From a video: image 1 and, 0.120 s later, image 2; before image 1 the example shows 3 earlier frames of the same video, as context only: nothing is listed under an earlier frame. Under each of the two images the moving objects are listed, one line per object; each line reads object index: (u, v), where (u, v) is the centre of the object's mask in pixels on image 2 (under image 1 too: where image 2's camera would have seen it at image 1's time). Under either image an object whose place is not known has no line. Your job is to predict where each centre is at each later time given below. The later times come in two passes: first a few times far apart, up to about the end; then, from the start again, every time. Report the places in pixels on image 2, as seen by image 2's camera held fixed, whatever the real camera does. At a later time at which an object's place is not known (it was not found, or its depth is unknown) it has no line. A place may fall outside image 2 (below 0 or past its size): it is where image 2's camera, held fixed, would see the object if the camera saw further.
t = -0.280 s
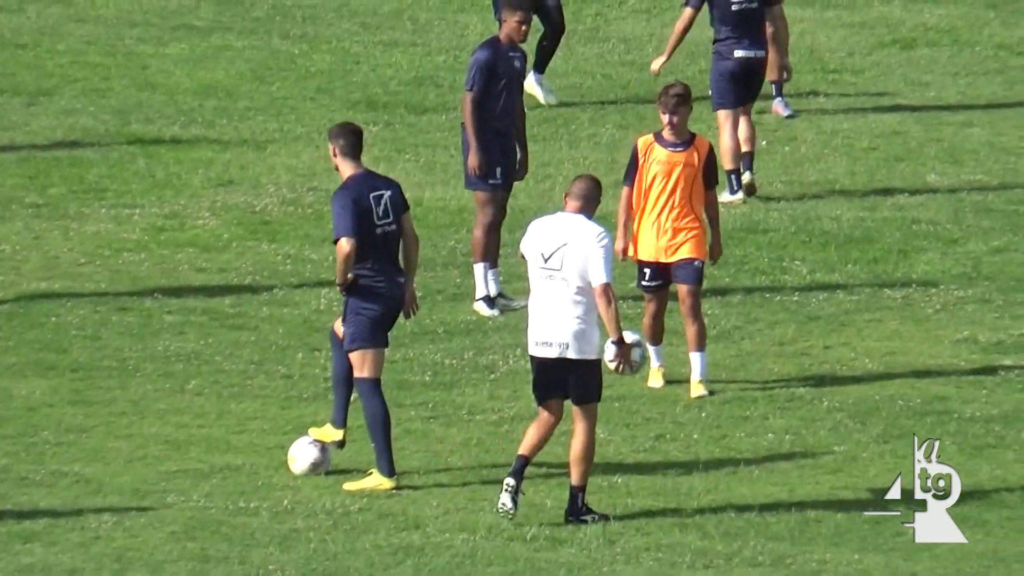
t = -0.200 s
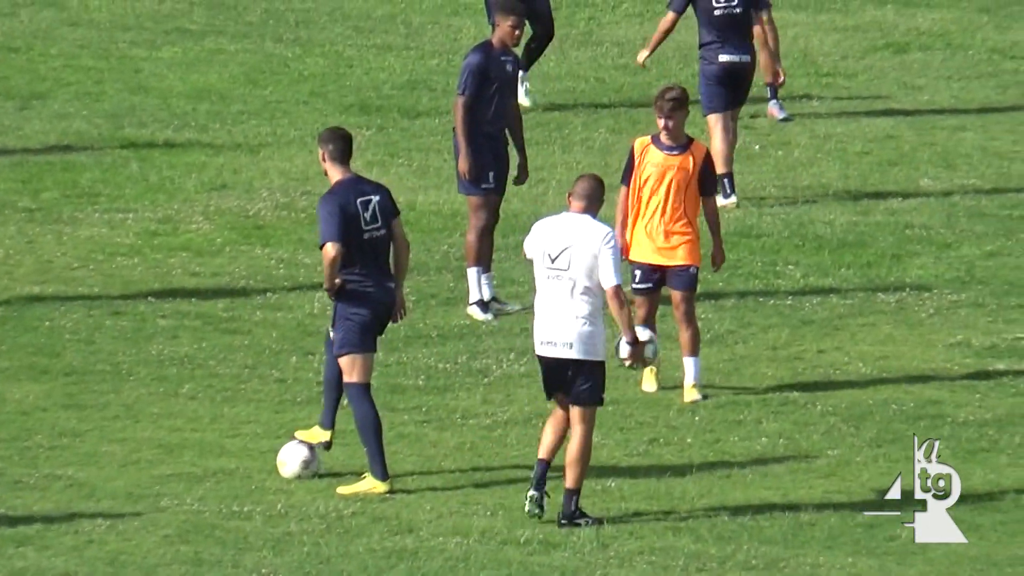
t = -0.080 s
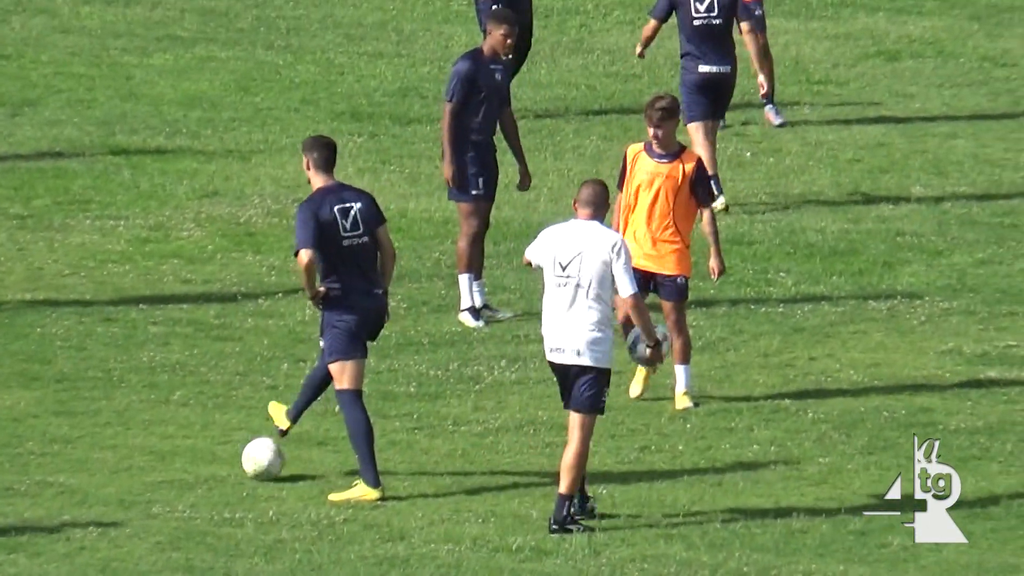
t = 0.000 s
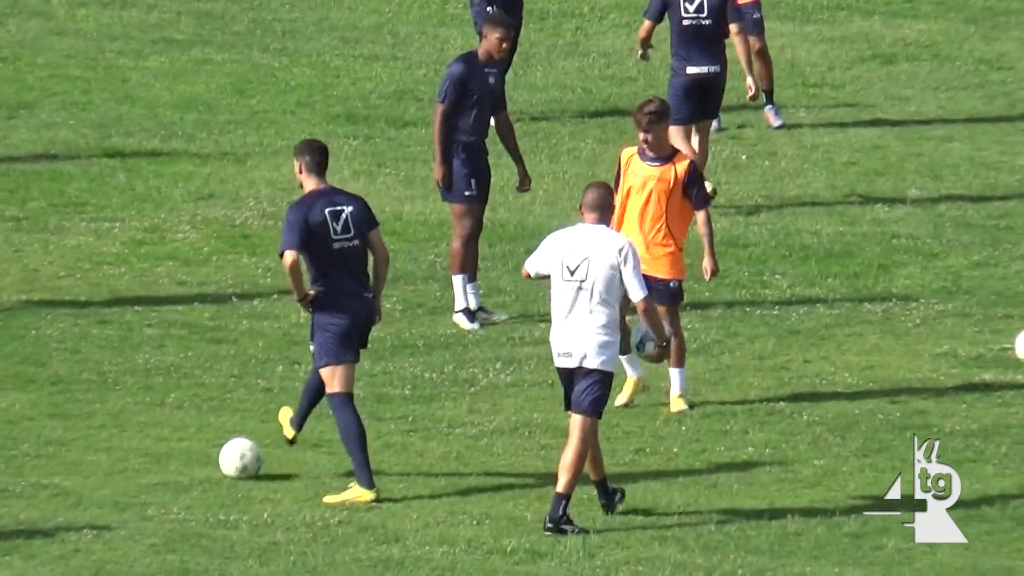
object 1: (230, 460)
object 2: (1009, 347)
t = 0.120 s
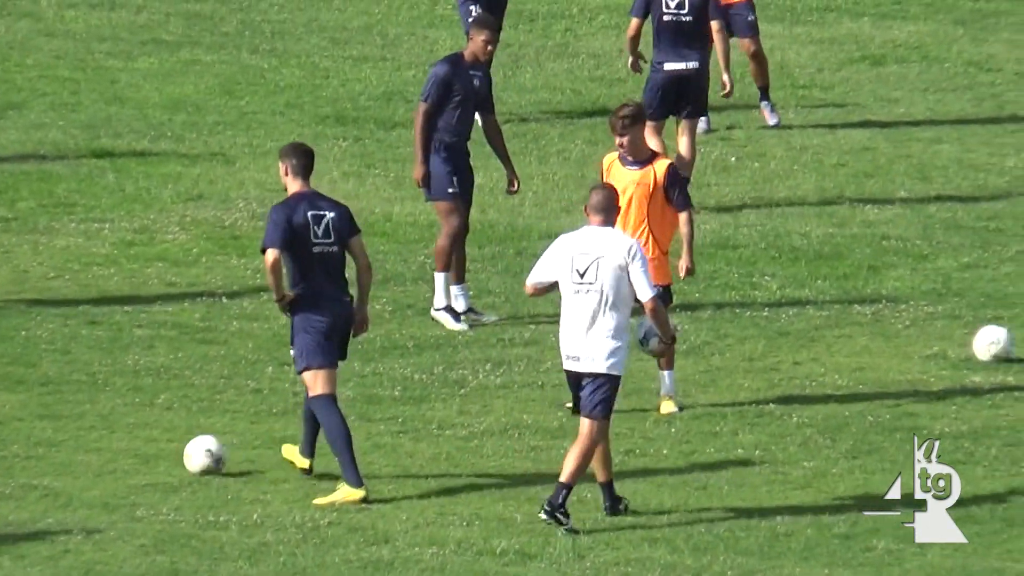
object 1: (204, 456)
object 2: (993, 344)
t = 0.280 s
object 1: (173, 451)
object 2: (951, 338)
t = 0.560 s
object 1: (127, 439)
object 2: (881, 333)
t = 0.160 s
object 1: (195, 454)
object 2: (982, 342)
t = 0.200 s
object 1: (188, 453)
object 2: (971, 341)
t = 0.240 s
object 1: (181, 451)
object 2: (962, 340)
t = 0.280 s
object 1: (173, 451)
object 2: (951, 338)
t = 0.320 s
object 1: (166, 450)
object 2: (941, 338)
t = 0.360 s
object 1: (158, 448)
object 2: (931, 338)
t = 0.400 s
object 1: (152, 447)
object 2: (921, 336)
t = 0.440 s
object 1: (146, 446)
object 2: (912, 336)
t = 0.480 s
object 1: (139, 445)
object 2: (902, 337)
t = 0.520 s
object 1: (133, 442)
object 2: (892, 334)
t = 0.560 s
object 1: (127, 439)
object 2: (881, 333)
